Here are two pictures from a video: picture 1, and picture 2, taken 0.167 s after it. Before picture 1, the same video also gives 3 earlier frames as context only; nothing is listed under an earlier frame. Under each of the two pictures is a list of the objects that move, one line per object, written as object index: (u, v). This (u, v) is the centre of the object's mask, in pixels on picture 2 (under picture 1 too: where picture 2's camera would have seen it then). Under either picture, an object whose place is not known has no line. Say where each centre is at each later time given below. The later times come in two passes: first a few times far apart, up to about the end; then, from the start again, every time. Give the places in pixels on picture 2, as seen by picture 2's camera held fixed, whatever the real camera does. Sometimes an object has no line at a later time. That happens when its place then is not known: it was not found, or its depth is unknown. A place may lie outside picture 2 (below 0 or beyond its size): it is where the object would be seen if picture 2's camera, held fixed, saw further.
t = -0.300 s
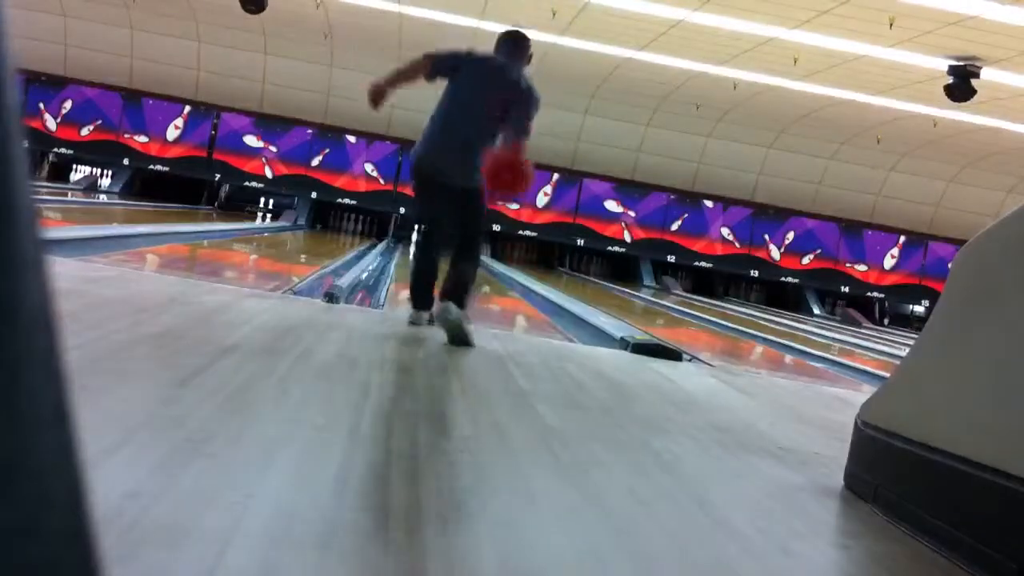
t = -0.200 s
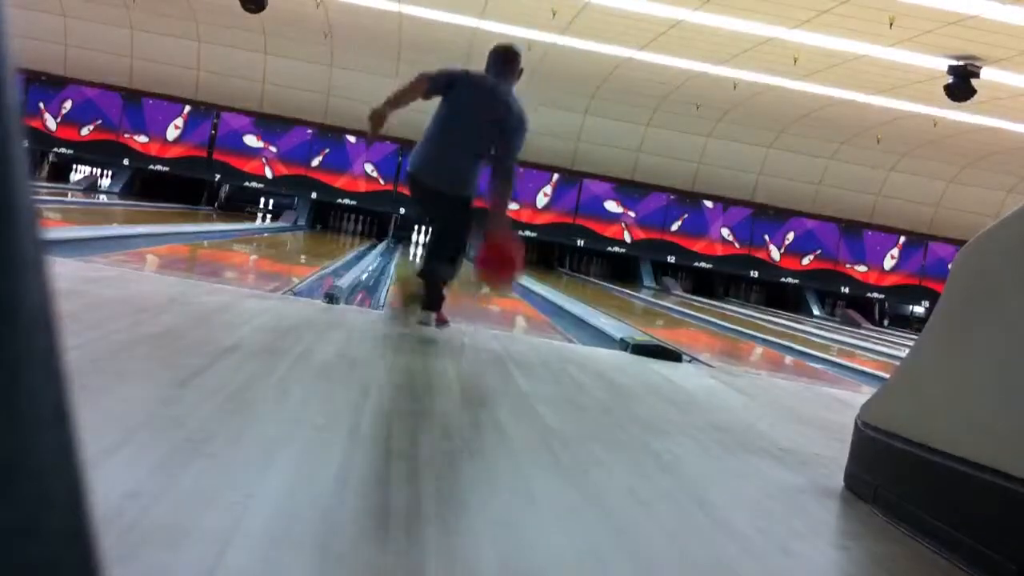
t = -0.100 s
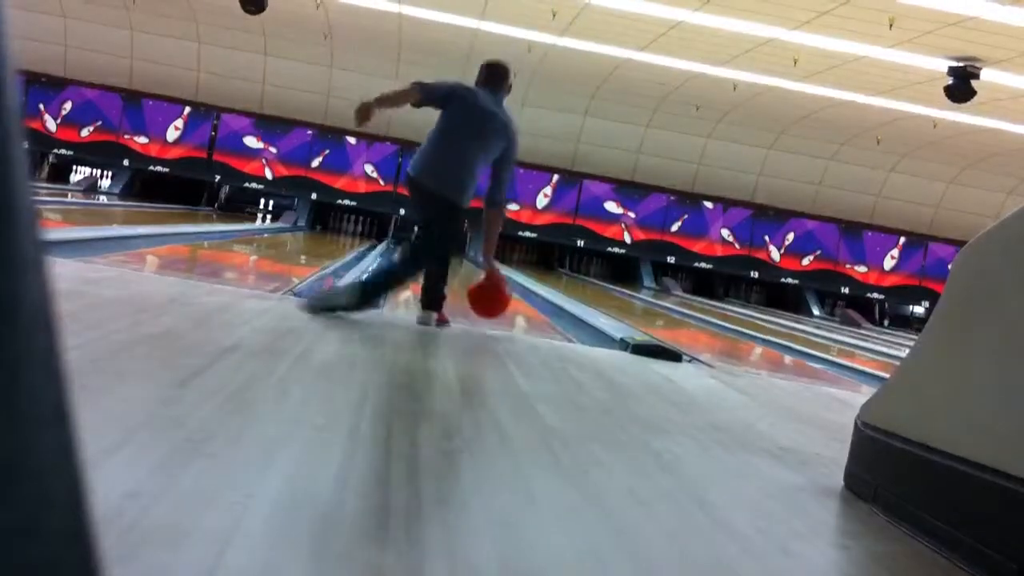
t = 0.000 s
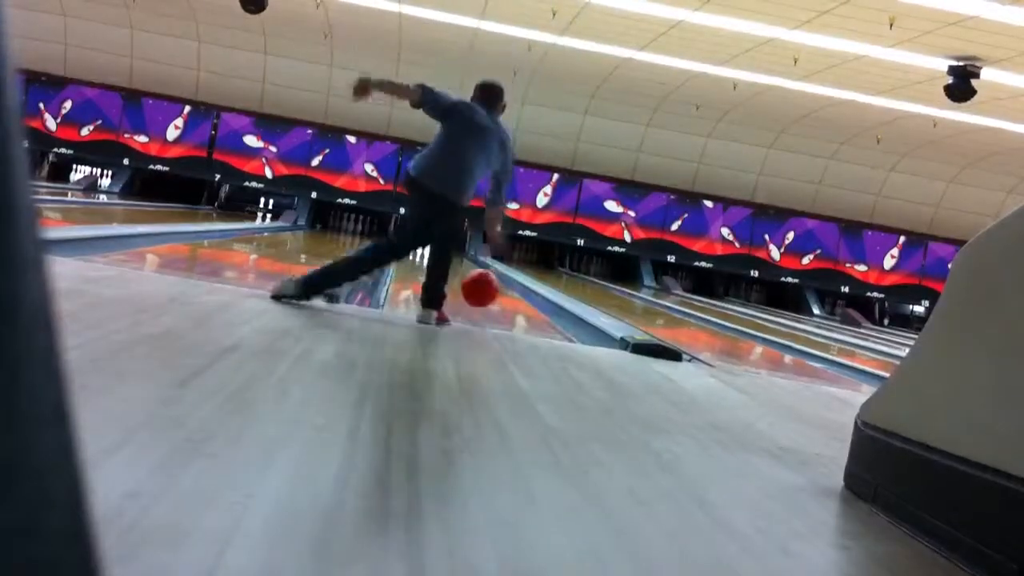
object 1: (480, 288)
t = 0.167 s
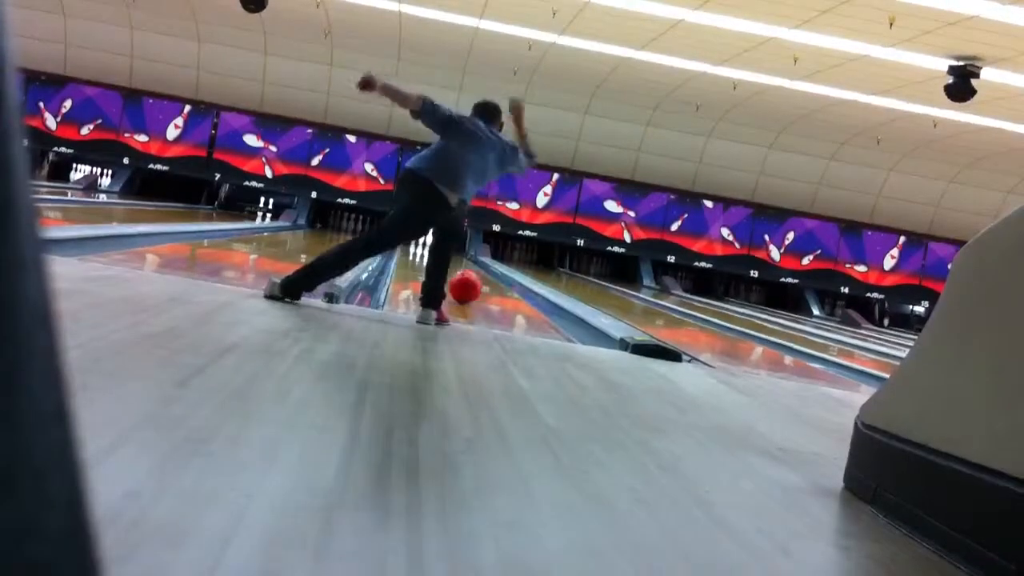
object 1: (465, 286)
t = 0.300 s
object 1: (459, 278)
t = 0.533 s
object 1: (455, 270)
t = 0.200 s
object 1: (463, 284)
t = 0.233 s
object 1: (462, 282)
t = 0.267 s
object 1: (460, 281)
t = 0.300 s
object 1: (459, 278)
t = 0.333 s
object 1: (459, 277)
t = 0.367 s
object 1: (457, 275)
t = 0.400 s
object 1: (457, 274)
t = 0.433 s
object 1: (456, 273)
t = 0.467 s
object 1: (456, 272)
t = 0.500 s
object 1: (455, 271)
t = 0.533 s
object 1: (455, 270)
